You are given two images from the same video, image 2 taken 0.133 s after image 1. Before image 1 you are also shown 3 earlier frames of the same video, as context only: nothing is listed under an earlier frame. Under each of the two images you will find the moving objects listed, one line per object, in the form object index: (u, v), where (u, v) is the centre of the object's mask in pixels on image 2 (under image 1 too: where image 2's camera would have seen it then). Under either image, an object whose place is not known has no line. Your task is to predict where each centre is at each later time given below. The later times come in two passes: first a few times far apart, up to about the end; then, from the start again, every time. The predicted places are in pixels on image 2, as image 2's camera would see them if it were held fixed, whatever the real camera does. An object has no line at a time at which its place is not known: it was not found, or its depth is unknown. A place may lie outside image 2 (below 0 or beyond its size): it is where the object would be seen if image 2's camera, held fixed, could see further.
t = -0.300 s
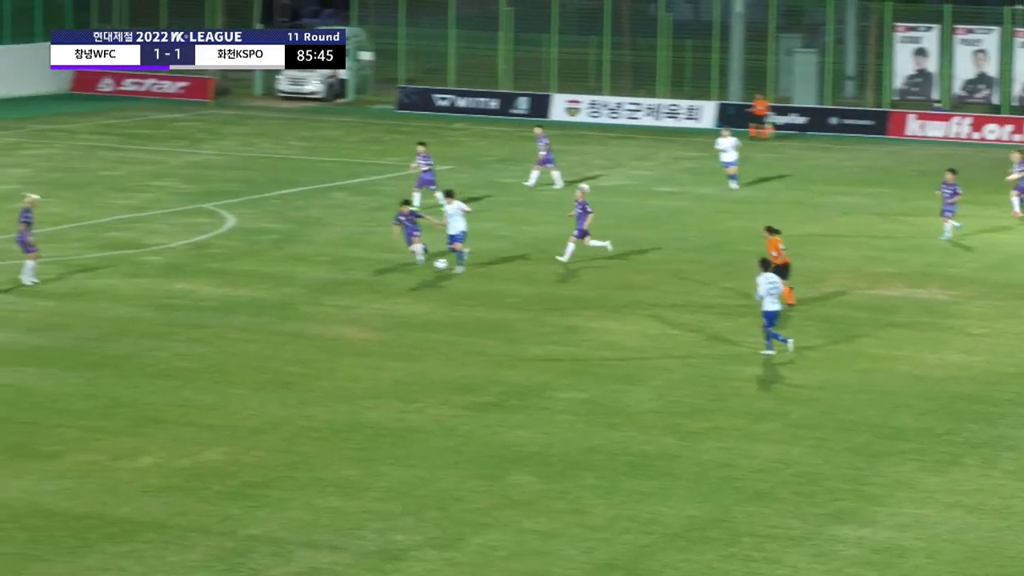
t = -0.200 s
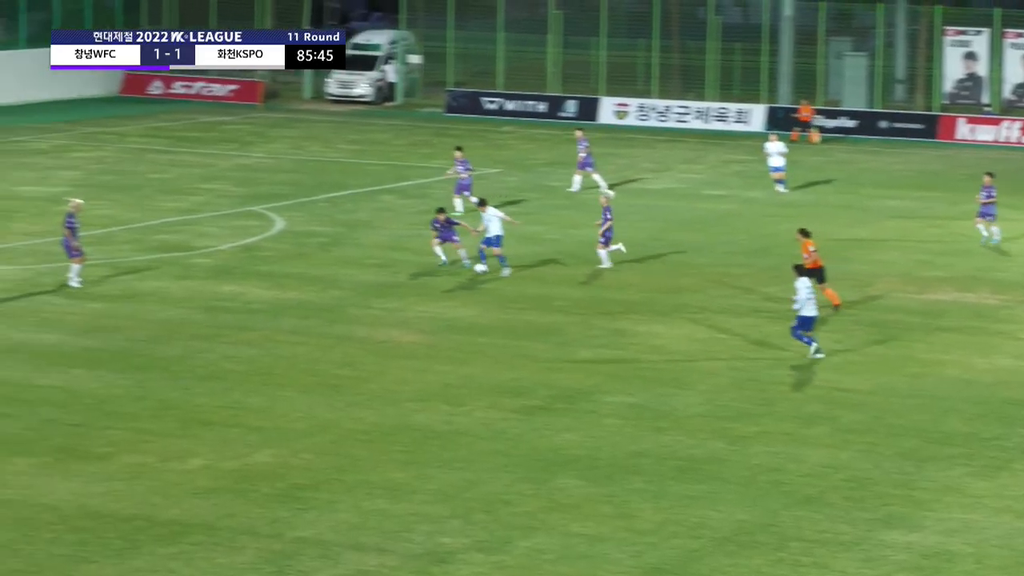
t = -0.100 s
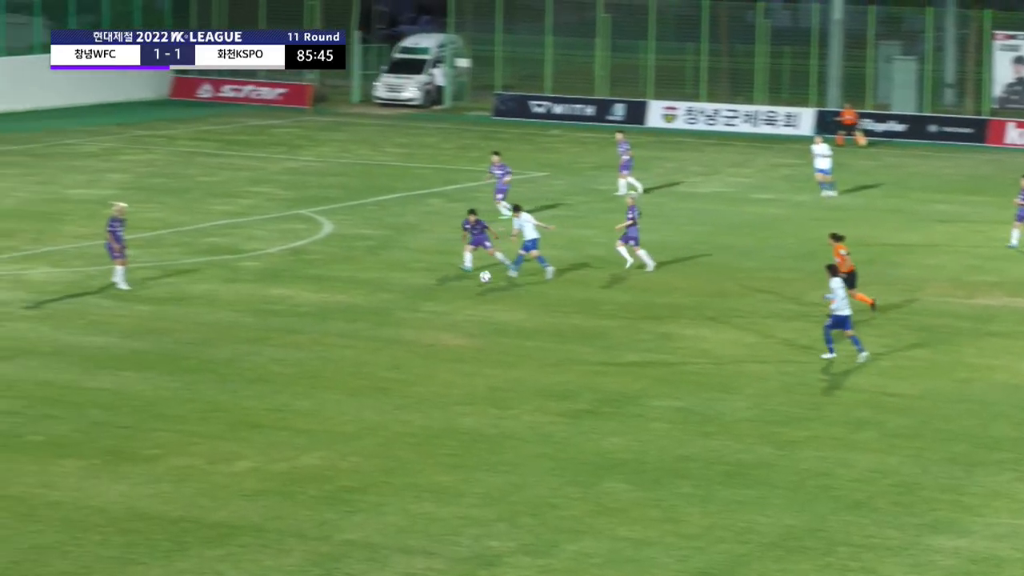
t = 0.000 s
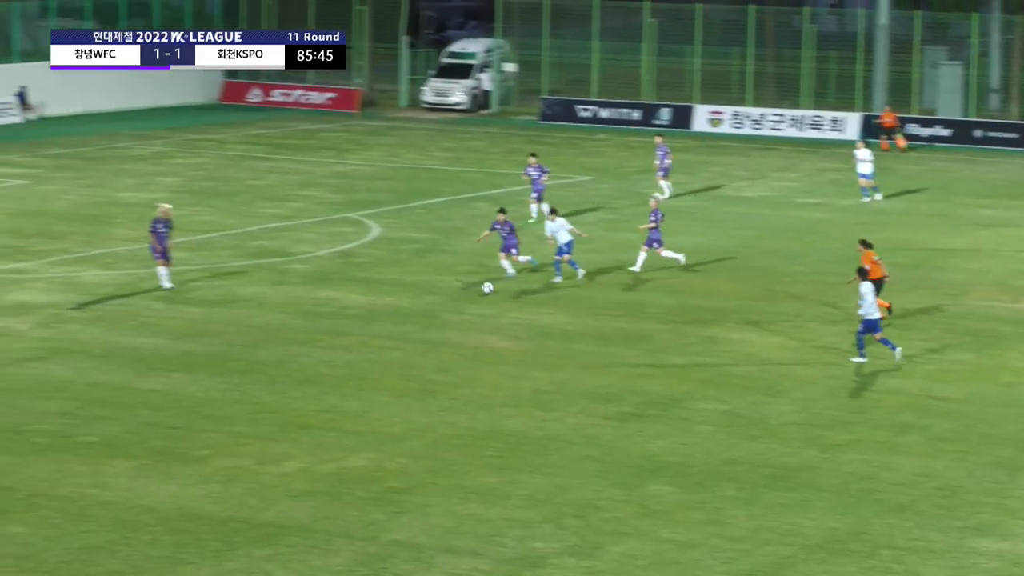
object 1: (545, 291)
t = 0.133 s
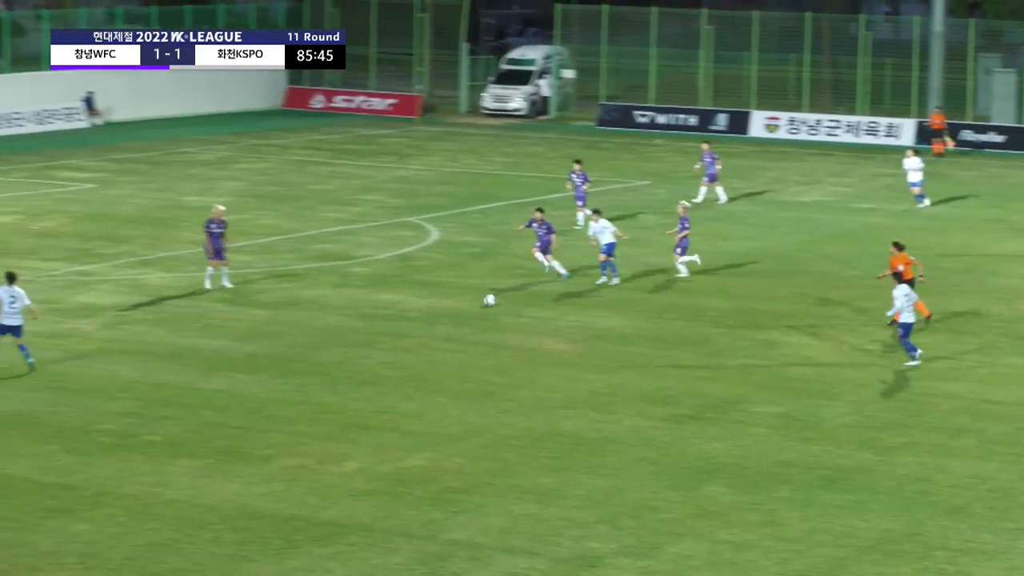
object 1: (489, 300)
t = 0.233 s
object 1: (450, 305)
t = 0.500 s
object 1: (348, 320)
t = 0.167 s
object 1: (476, 302)
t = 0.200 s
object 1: (463, 303)
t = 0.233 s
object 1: (450, 305)
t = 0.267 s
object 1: (437, 307)
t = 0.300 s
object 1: (423, 310)
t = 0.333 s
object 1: (411, 311)
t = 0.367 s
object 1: (398, 312)
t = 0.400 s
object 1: (385, 314)
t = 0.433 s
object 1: (373, 316)
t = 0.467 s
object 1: (360, 319)
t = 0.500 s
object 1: (348, 320)
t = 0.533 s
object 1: (336, 321)
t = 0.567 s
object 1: (324, 322)
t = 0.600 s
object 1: (312, 324)
